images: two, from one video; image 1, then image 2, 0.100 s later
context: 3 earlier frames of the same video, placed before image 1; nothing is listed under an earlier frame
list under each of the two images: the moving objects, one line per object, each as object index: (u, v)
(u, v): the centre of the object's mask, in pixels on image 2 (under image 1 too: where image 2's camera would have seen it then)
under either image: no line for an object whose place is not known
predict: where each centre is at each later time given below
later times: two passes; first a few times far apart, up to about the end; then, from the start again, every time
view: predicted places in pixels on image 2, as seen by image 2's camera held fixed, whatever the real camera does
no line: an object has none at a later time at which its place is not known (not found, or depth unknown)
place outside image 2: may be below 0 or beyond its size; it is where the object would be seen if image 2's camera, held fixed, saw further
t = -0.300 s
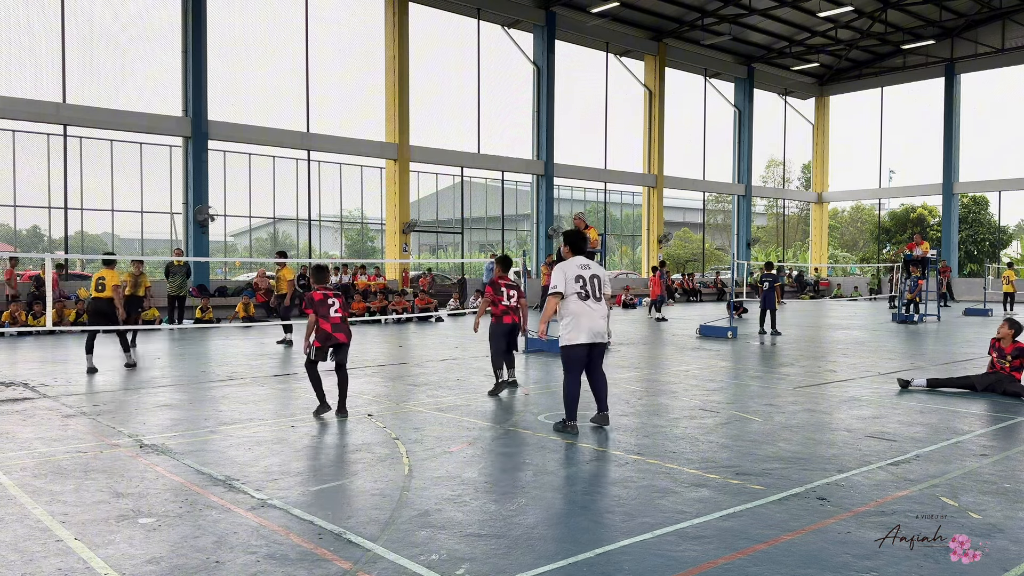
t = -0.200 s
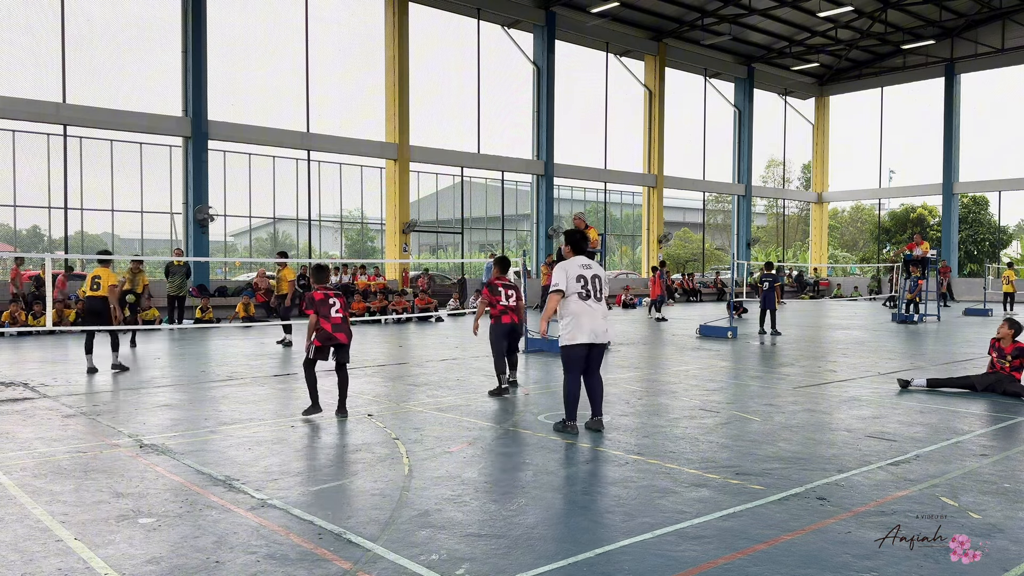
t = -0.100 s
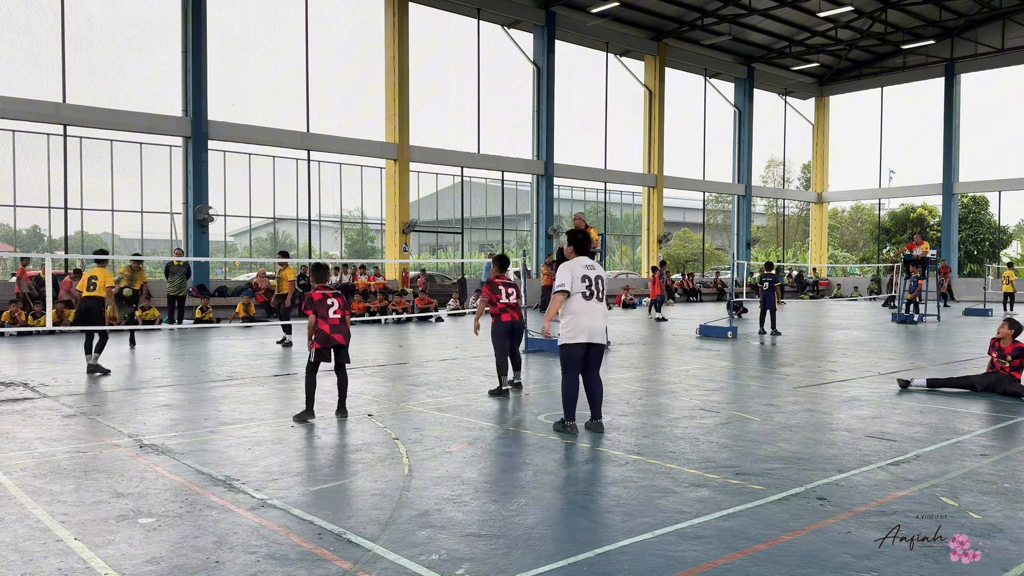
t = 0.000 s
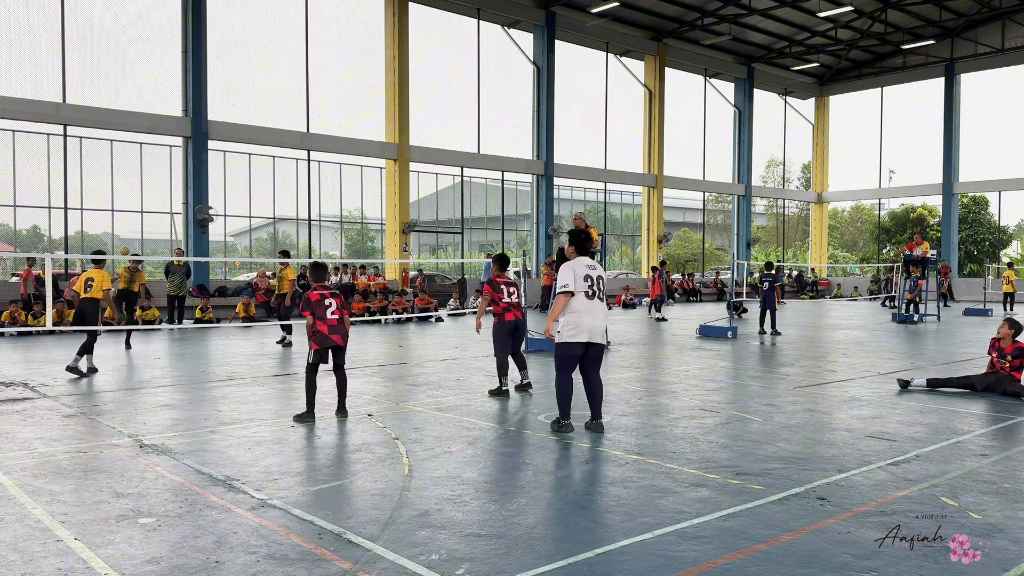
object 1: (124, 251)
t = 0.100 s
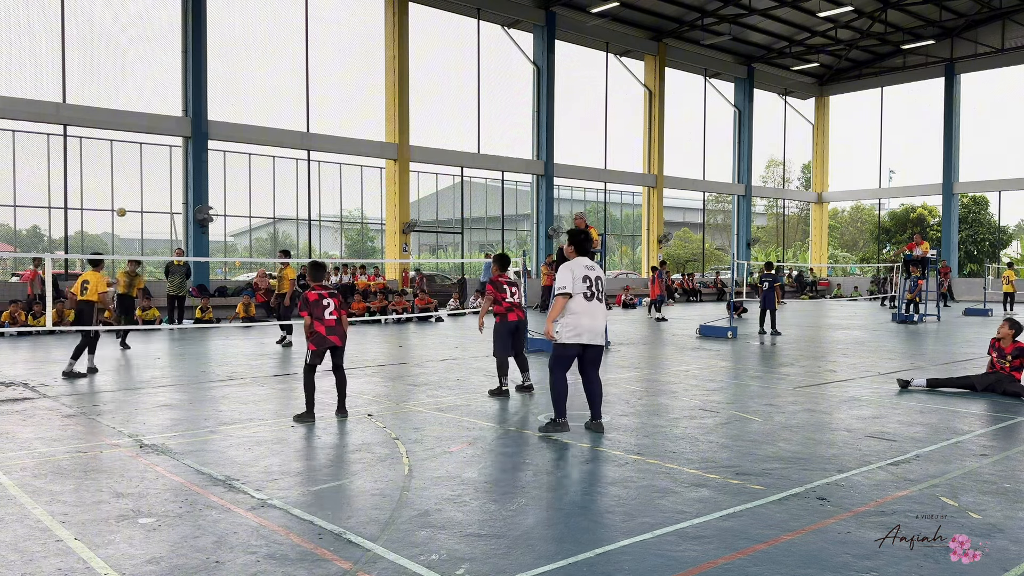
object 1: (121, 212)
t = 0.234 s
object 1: (116, 166)
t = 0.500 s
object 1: (101, 98)
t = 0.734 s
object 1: (82, 81)
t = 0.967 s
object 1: (54, 138)
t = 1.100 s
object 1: (31, 230)
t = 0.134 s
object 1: (120, 200)
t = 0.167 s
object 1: (118, 188)
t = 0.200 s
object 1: (117, 177)
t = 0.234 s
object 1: (116, 166)
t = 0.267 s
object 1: (114, 155)
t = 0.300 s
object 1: (112, 145)
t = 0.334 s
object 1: (111, 136)
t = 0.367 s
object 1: (108, 127)
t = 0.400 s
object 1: (107, 119)
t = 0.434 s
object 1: (105, 111)
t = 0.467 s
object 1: (103, 104)
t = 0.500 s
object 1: (101, 98)
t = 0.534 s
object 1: (99, 92)
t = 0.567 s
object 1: (96, 88)
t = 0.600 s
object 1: (94, 84)
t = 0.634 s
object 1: (91, 82)
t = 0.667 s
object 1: (88, 80)
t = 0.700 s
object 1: (85, 80)
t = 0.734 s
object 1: (82, 81)
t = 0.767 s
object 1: (79, 83)
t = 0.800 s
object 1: (76, 88)
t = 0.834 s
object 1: (72, 94)
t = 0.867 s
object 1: (68, 101)
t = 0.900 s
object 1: (63, 111)
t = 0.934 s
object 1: (59, 123)
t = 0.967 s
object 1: (54, 138)
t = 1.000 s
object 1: (49, 156)
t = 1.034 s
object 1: (44, 176)
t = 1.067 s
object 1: (38, 201)
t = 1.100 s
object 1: (31, 230)
